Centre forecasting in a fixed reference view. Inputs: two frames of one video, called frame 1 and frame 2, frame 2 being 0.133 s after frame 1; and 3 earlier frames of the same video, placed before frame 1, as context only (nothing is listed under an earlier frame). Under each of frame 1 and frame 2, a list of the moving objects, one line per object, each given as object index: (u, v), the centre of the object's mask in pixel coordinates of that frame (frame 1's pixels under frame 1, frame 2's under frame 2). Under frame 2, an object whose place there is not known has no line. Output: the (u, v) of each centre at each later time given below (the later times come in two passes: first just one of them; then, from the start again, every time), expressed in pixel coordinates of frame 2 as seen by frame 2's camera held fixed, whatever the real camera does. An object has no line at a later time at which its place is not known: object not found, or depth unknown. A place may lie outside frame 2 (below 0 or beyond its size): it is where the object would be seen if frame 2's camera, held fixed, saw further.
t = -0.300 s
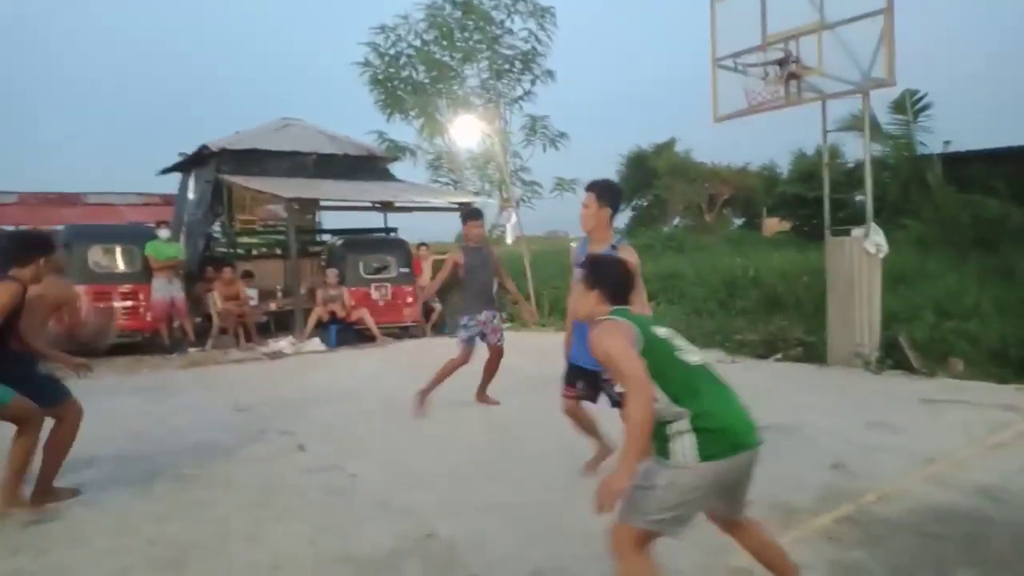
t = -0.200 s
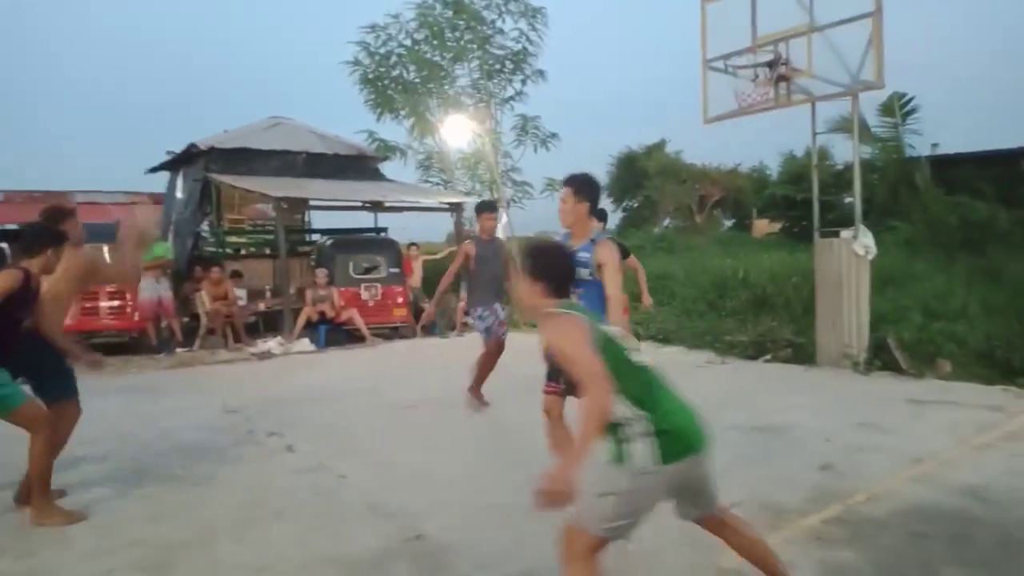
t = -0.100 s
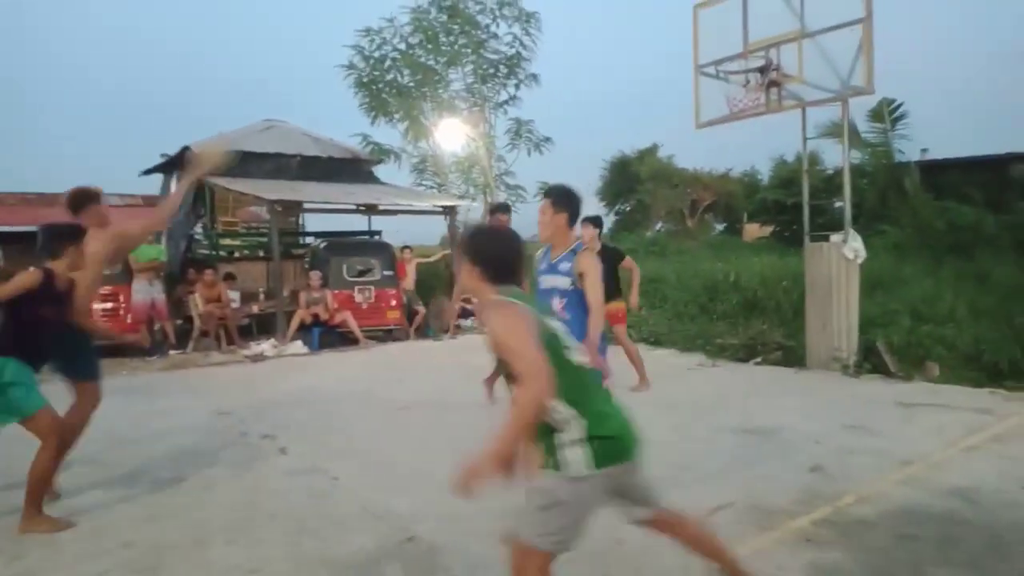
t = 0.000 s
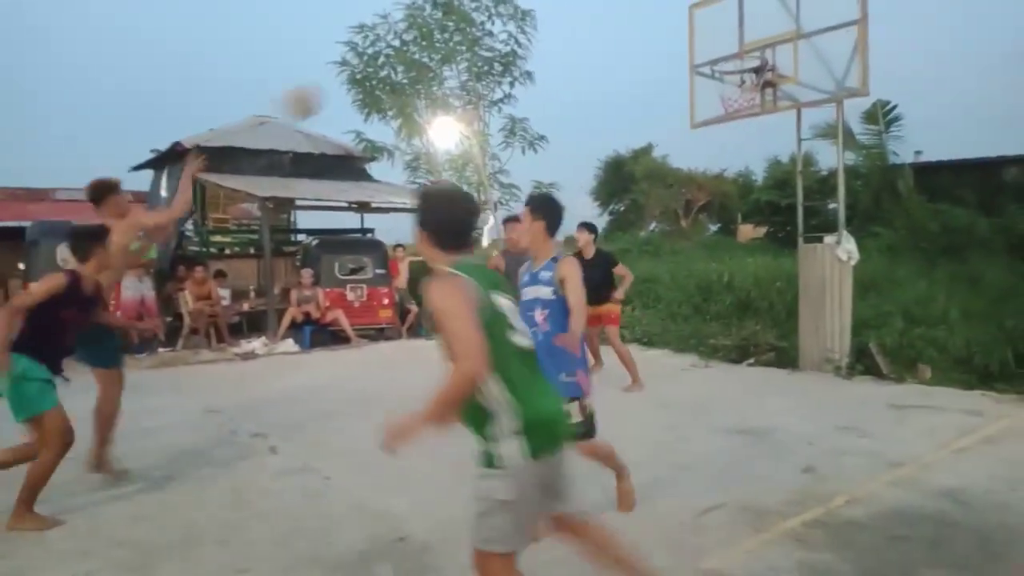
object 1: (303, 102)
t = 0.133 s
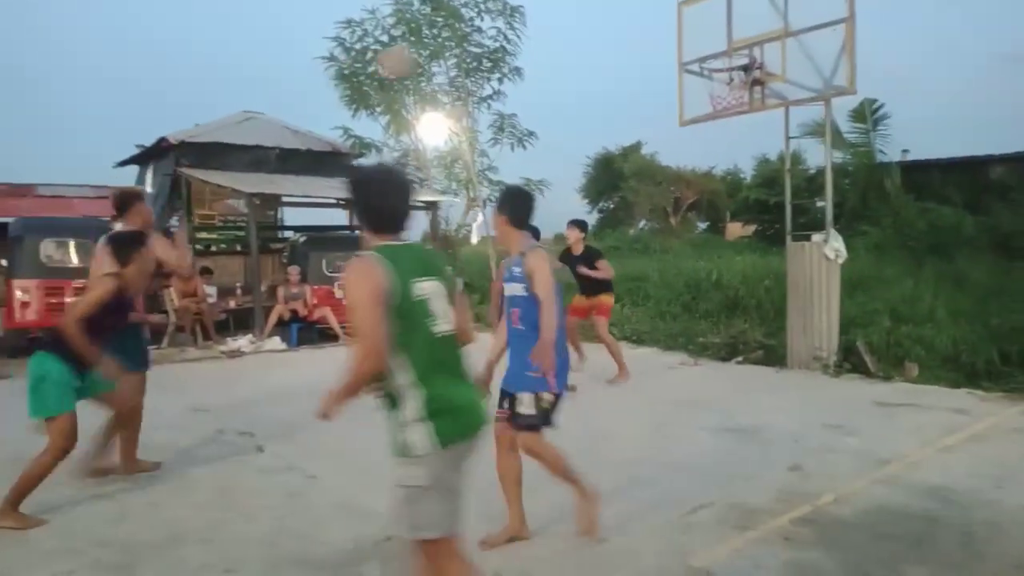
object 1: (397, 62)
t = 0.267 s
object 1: (488, 55)
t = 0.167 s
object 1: (421, 58)
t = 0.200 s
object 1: (444, 55)
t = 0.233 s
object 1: (465, 55)
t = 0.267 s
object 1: (488, 55)
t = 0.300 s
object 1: (507, 55)
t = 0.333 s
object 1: (529, 56)
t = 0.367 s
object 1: (547, 59)
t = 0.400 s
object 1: (565, 64)
